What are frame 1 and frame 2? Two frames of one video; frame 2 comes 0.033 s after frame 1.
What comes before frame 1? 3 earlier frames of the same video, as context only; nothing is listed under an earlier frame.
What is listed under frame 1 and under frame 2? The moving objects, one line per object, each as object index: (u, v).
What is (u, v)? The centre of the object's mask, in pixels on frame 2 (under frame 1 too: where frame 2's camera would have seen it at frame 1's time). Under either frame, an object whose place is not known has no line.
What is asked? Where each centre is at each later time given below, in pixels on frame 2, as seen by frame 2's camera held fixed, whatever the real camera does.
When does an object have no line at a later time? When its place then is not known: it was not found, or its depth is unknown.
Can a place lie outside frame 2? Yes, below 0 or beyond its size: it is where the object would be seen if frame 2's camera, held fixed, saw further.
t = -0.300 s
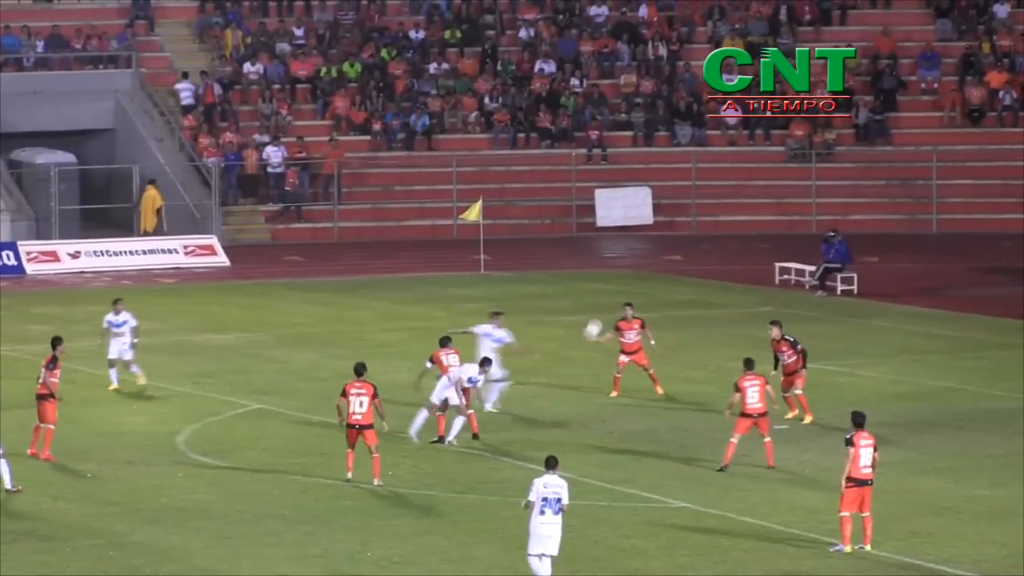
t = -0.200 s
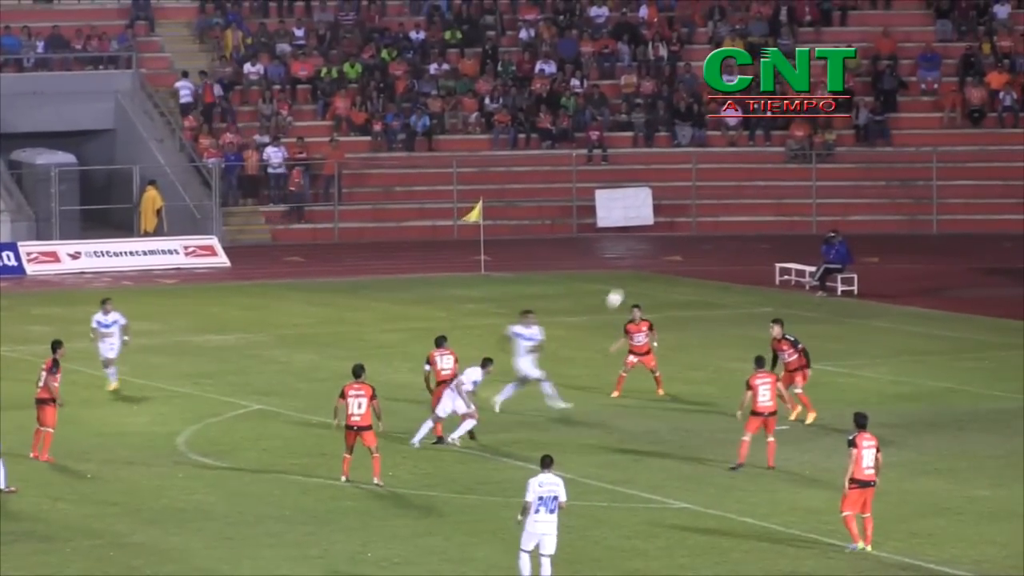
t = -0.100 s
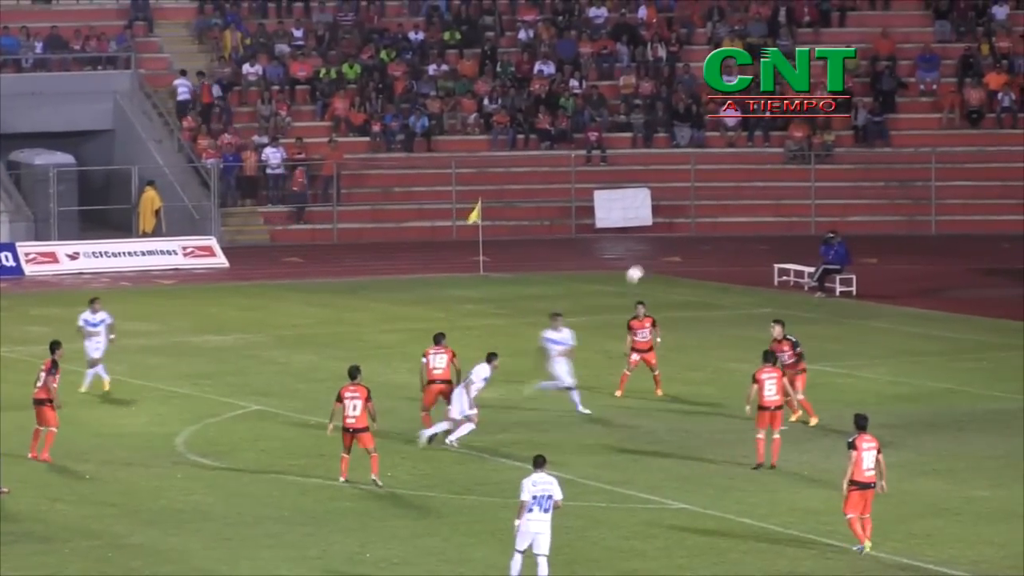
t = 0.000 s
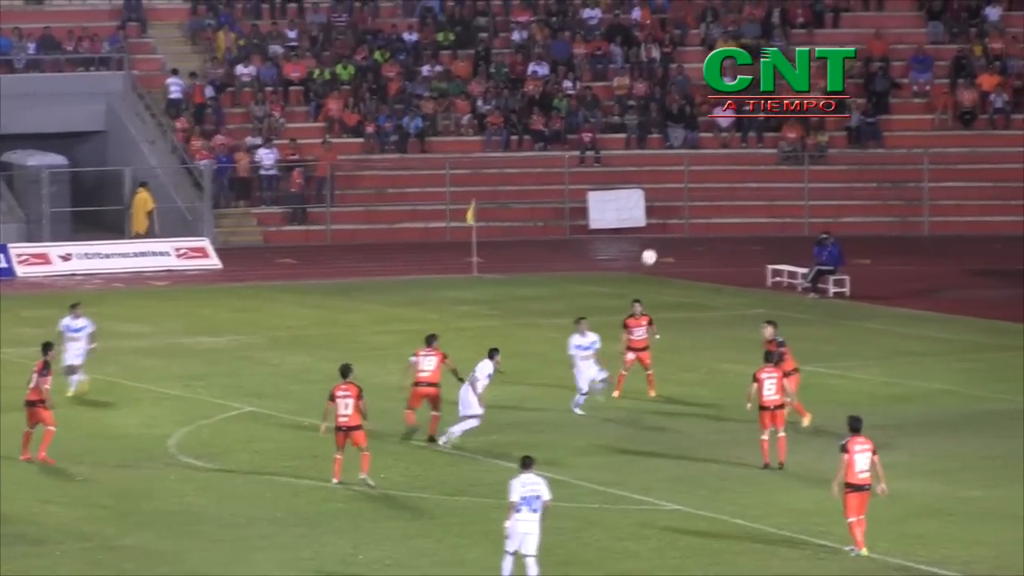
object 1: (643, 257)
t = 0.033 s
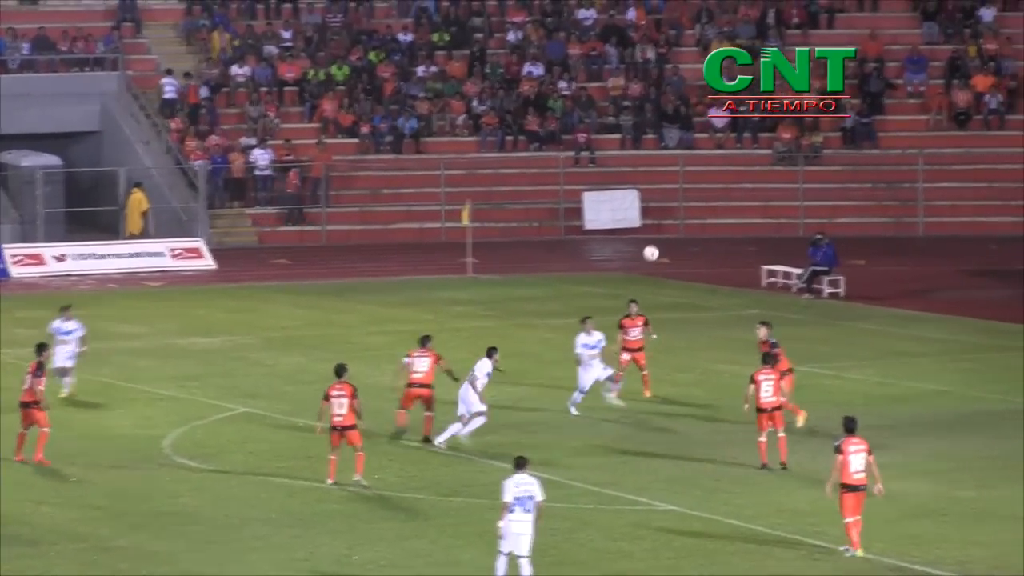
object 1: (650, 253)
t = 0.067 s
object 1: (657, 249)
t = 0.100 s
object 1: (664, 246)
